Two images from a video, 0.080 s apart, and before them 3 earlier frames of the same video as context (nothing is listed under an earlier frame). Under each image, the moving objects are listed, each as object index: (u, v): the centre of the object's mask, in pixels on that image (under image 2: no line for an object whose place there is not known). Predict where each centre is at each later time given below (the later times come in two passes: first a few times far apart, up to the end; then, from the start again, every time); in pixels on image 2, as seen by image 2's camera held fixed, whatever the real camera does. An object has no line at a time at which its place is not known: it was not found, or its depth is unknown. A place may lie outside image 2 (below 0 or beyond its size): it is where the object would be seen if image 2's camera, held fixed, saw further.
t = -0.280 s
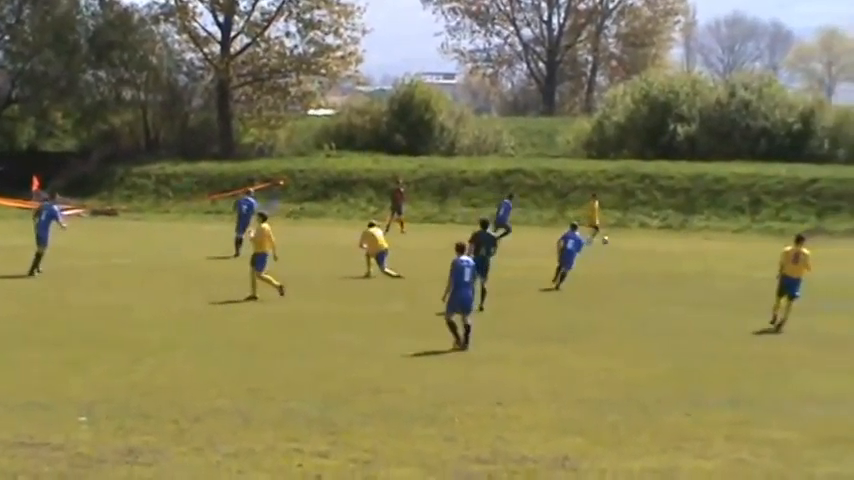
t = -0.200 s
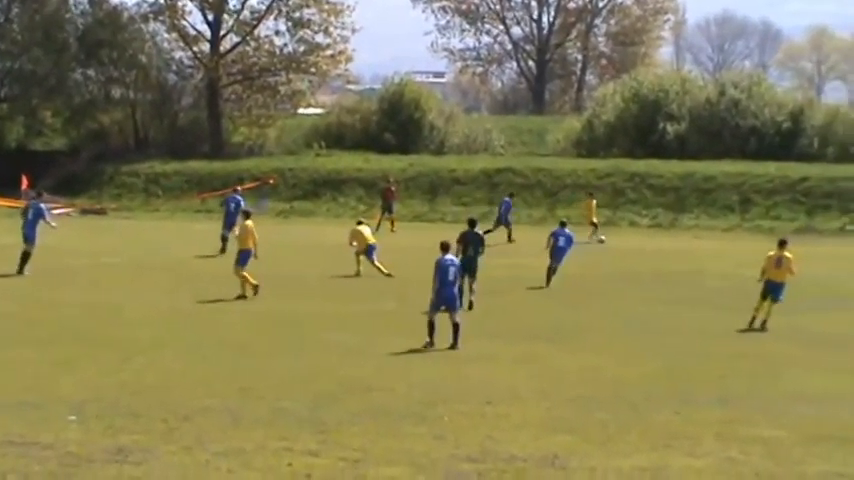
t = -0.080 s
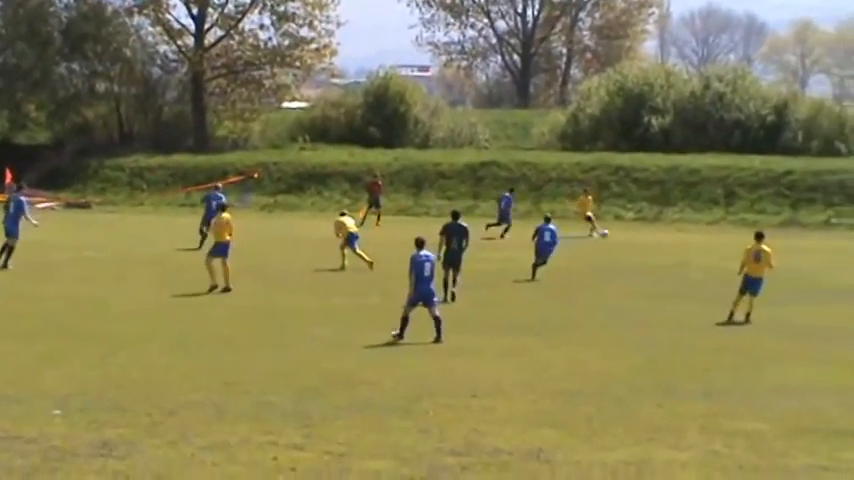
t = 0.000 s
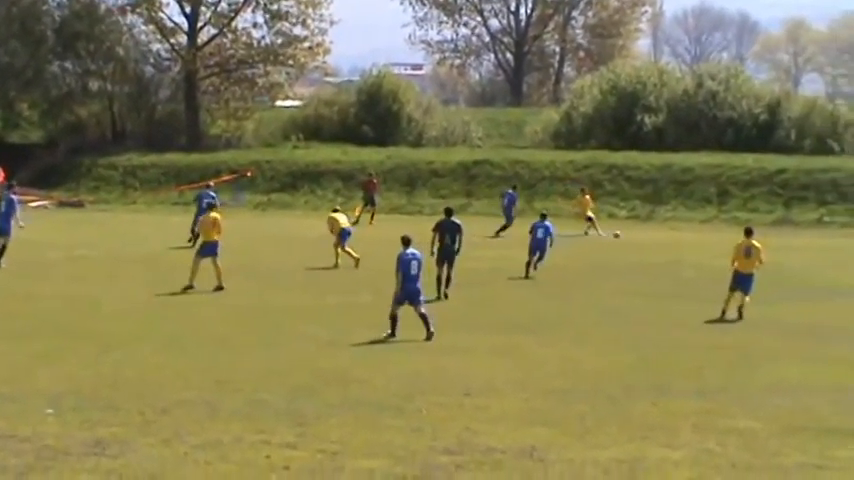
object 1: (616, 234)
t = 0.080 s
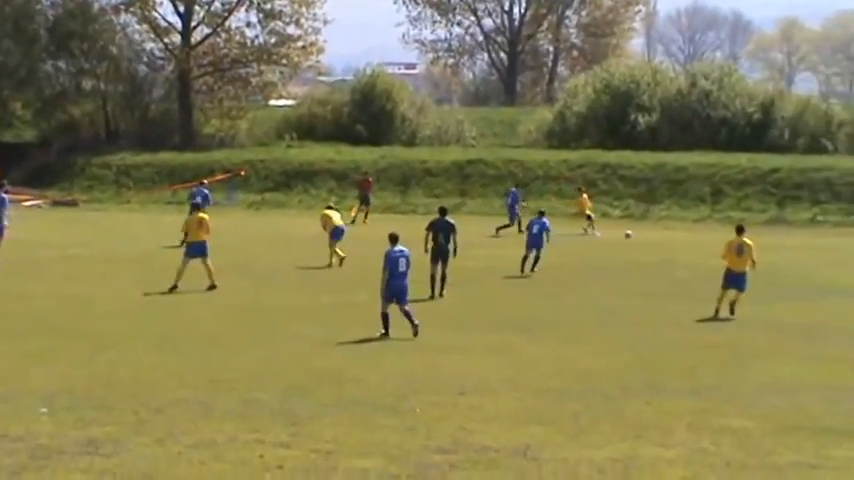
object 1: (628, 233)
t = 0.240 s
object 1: (660, 235)
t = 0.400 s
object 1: (691, 234)
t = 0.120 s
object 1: (636, 234)
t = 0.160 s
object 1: (645, 235)
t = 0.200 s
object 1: (653, 235)
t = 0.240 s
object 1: (660, 235)
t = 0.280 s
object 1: (668, 236)
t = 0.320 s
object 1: (676, 236)
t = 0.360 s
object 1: (683, 235)
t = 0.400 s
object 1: (691, 234)
